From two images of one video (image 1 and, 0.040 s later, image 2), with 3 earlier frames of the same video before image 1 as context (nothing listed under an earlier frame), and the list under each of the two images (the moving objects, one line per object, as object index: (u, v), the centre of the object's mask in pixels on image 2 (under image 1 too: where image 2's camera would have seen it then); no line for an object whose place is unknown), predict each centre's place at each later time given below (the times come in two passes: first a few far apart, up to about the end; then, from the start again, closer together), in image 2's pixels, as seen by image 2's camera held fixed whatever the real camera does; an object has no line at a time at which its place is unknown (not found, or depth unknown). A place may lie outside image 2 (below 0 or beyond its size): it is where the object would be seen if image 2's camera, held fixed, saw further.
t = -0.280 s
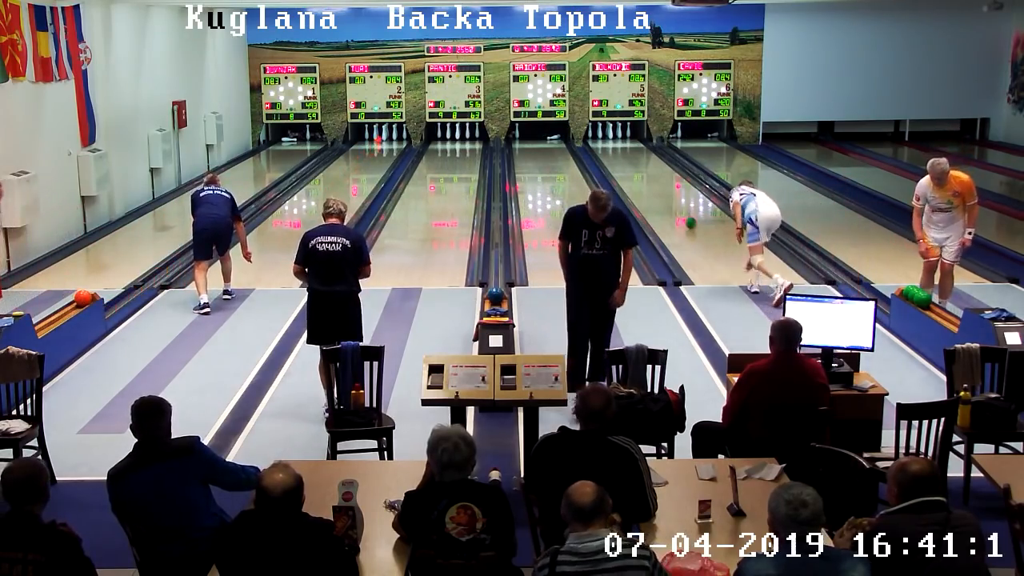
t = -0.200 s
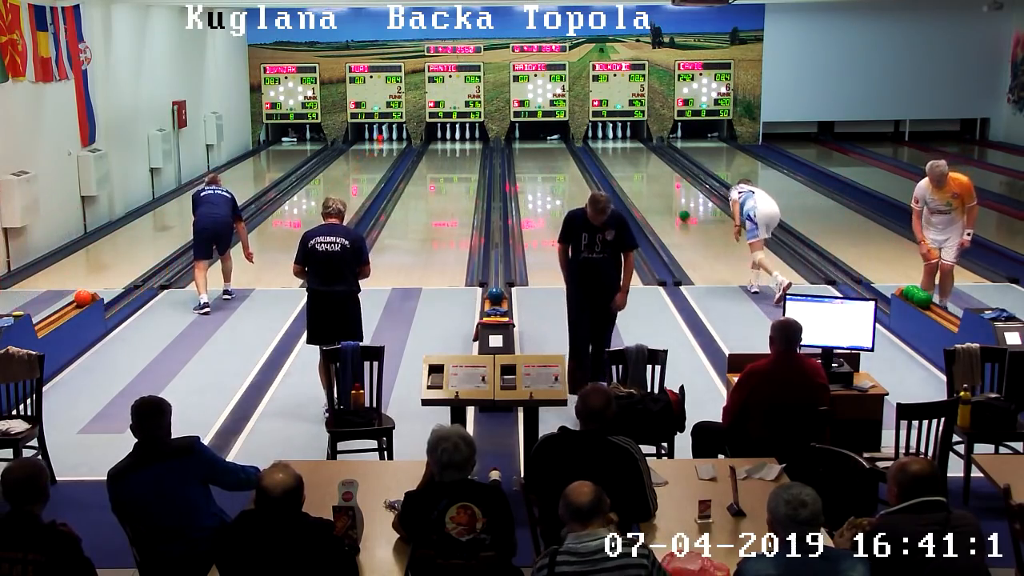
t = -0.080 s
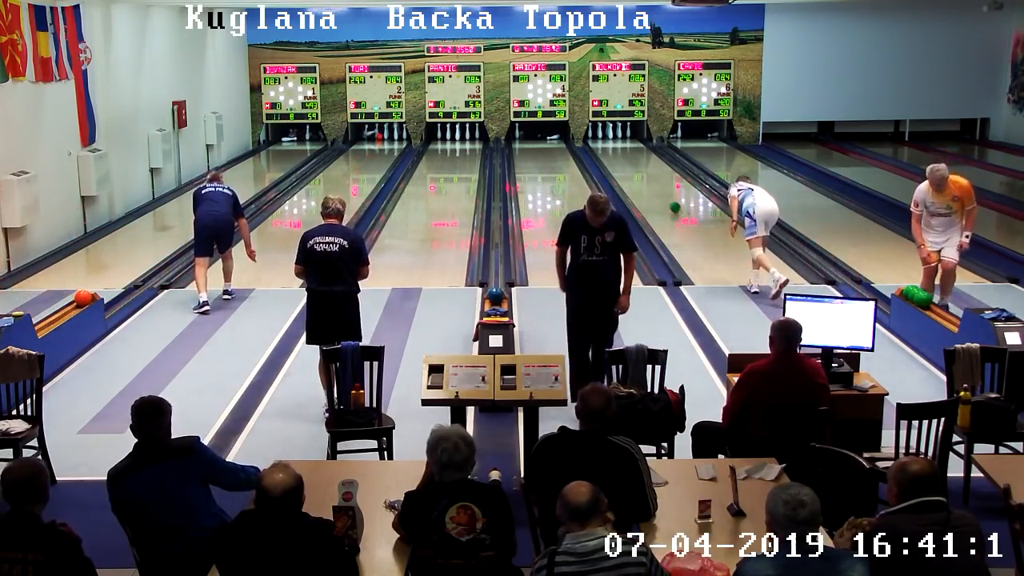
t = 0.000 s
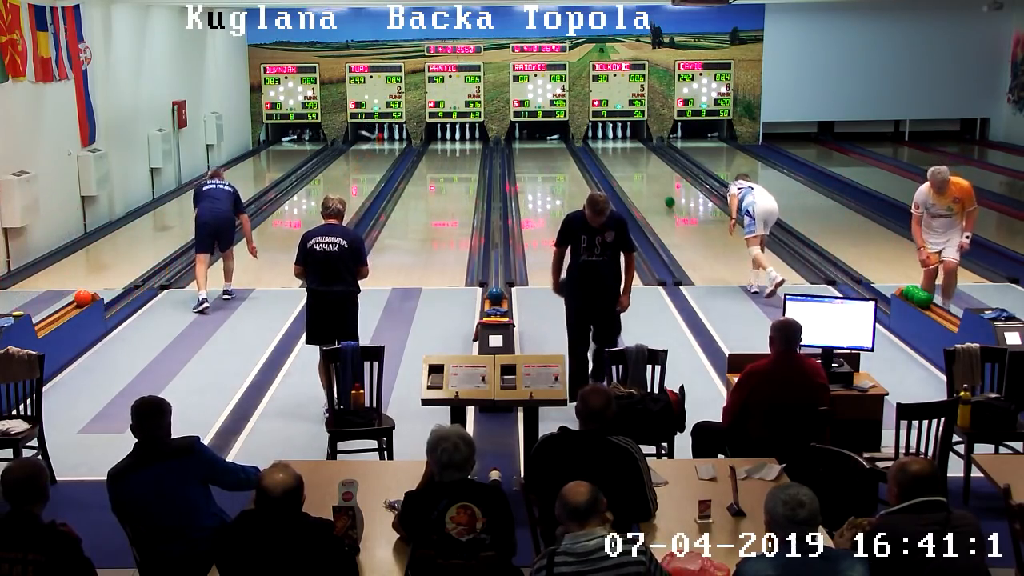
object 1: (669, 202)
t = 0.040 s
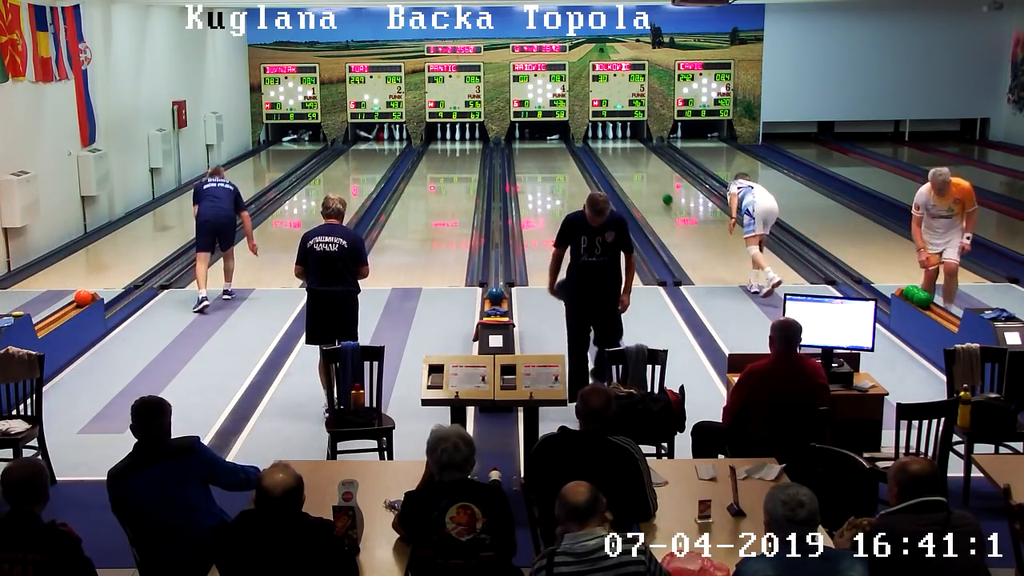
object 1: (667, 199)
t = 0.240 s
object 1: (655, 187)
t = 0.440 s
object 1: (646, 178)
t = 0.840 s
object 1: (630, 161)
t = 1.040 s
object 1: (624, 154)
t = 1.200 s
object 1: (622, 151)
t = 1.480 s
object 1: (615, 143)
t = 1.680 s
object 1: (613, 139)
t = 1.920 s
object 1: (609, 135)
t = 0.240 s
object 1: (655, 187)
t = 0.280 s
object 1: (653, 185)
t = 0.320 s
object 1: (651, 183)
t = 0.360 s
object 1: (649, 181)
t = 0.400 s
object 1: (647, 179)
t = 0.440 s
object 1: (646, 178)
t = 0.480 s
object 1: (644, 176)
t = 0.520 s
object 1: (642, 174)
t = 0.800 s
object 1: (632, 163)
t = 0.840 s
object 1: (630, 161)
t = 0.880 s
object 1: (629, 160)
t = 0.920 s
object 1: (628, 159)
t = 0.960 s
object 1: (627, 158)
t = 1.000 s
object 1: (626, 156)
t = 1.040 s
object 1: (624, 154)
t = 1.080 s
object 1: (624, 153)
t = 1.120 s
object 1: (623, 152)
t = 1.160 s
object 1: (623, 151)
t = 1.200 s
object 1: (622, 151)
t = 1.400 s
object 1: (617, 145)
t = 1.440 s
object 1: (616, 144)
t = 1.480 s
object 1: (615, 143)
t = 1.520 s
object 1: (615, 142)
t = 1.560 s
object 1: (614, 141)
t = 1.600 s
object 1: (614, 141)
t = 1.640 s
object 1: (614, 140)
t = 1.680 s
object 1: (613, 139)
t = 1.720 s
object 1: (612, 138)
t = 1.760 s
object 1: (611, 137)
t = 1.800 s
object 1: (610, 137)
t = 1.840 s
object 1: (610, 135)
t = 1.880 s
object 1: (610, 134)
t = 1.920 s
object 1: (609, 135)
